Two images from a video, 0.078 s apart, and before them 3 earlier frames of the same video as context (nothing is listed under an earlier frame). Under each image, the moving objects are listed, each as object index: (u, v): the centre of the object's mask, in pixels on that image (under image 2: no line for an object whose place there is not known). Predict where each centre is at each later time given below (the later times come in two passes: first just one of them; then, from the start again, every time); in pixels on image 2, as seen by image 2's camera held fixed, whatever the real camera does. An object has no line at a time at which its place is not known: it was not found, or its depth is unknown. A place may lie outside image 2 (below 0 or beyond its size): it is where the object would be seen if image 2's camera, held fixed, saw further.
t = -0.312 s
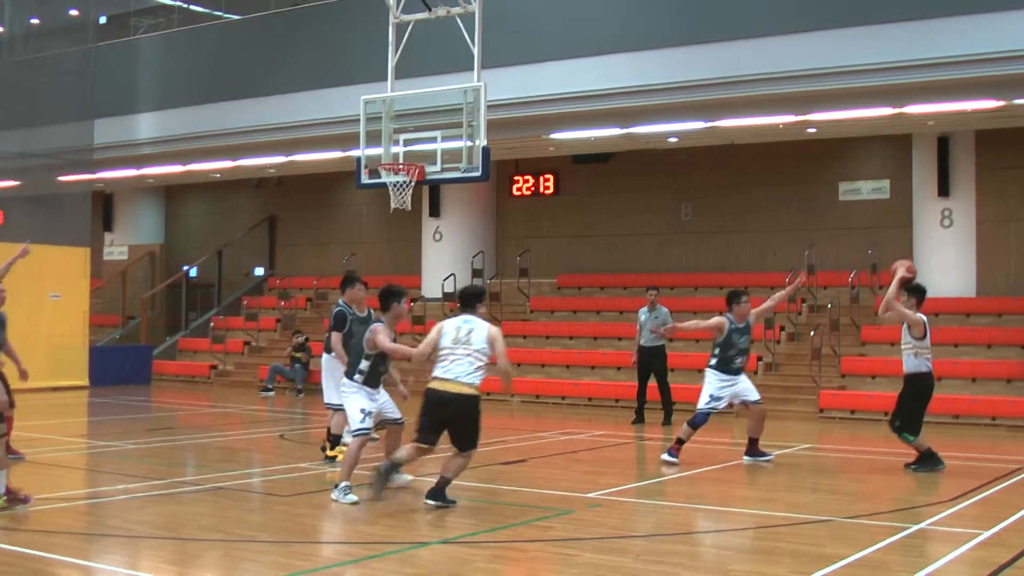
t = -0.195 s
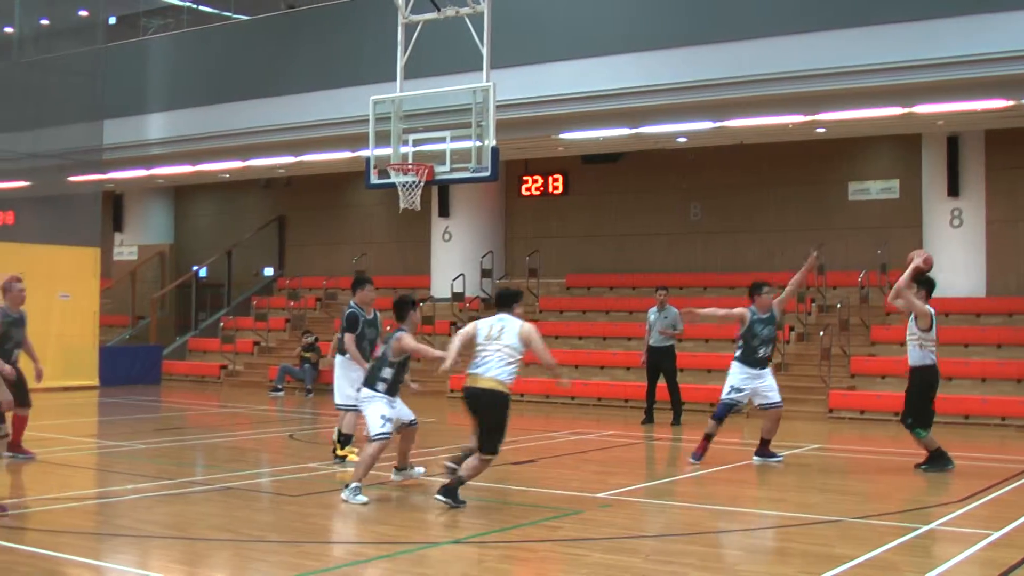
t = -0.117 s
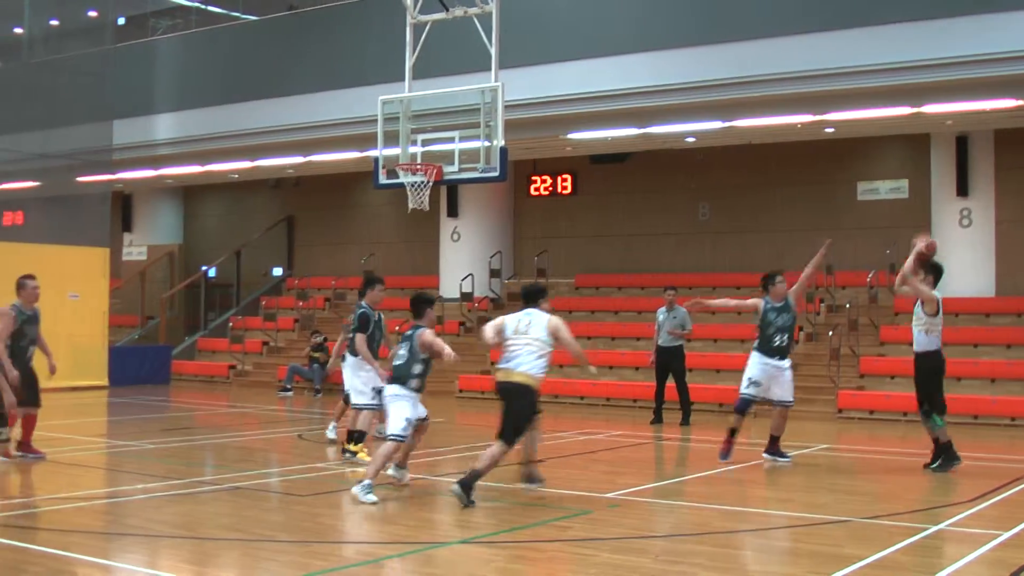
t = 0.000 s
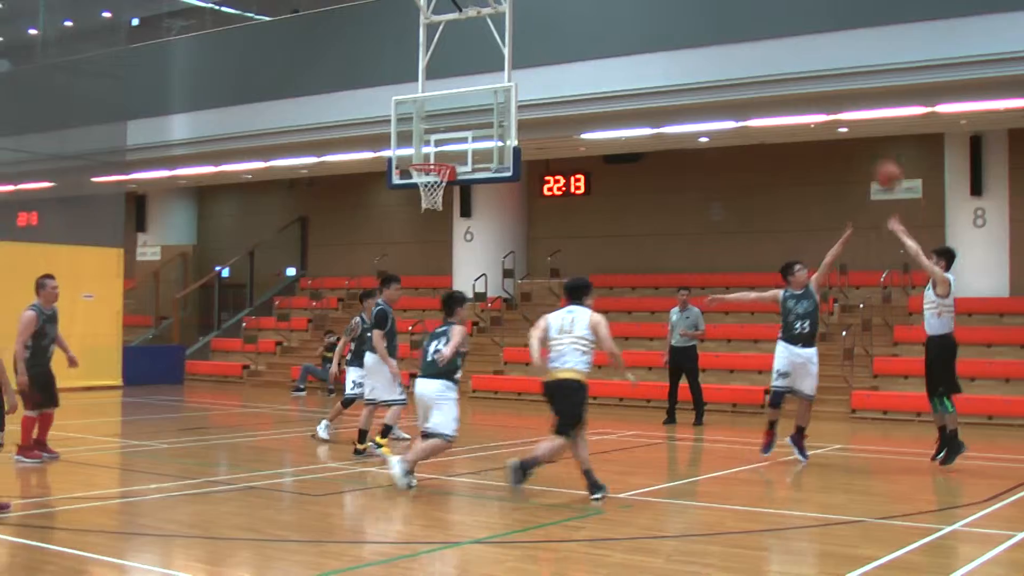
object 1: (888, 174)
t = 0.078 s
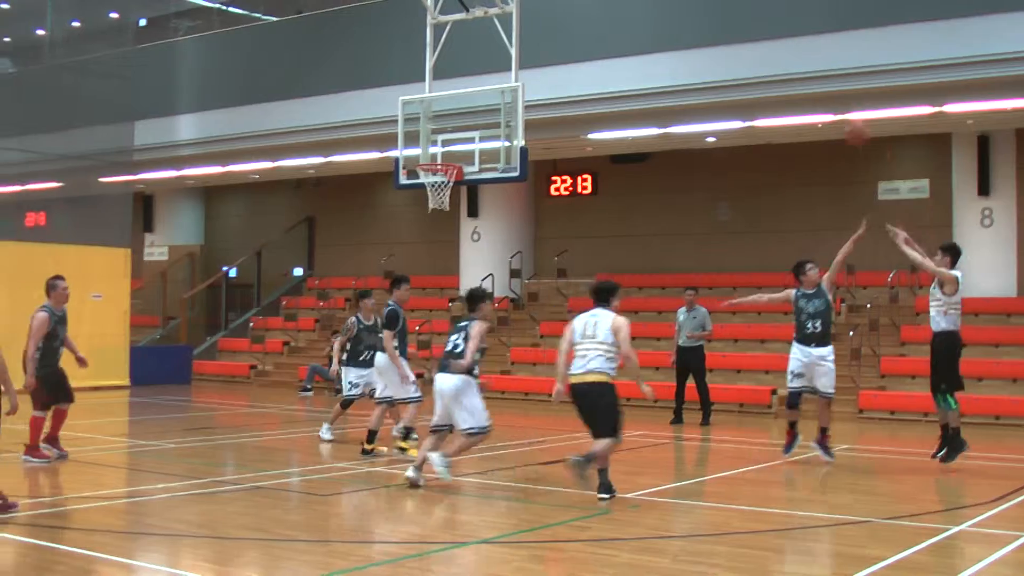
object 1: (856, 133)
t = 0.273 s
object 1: (763, 55)
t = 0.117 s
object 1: (836, 114)
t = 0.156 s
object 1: (818, 96)
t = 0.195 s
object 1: (798, 81)
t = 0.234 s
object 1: (780, 67)
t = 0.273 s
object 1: (763, 55)
